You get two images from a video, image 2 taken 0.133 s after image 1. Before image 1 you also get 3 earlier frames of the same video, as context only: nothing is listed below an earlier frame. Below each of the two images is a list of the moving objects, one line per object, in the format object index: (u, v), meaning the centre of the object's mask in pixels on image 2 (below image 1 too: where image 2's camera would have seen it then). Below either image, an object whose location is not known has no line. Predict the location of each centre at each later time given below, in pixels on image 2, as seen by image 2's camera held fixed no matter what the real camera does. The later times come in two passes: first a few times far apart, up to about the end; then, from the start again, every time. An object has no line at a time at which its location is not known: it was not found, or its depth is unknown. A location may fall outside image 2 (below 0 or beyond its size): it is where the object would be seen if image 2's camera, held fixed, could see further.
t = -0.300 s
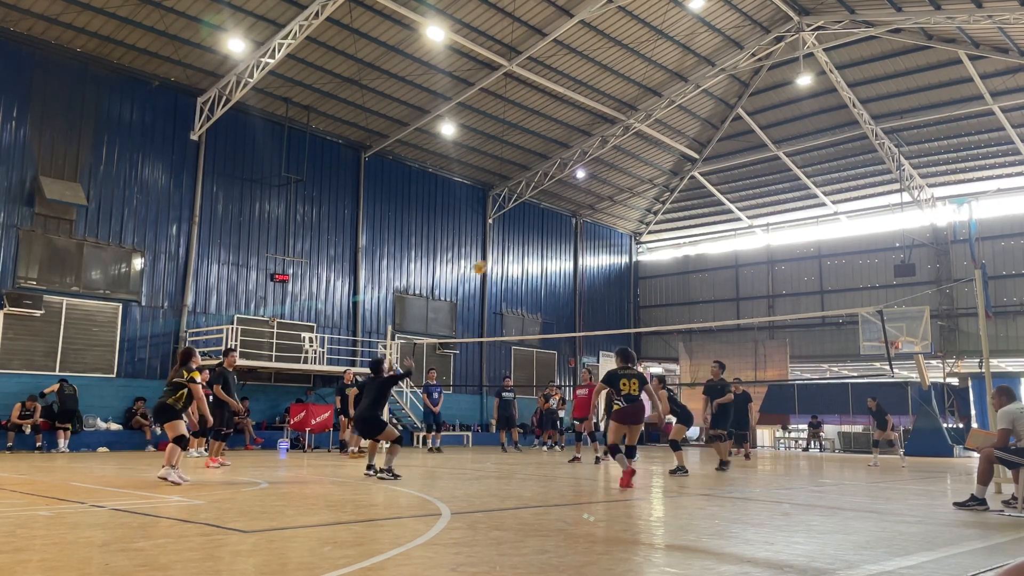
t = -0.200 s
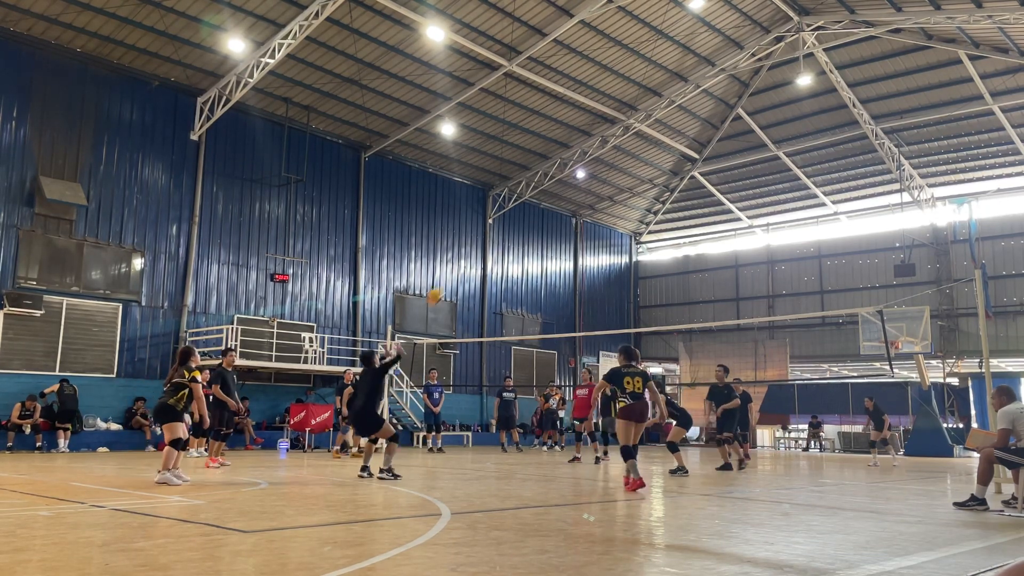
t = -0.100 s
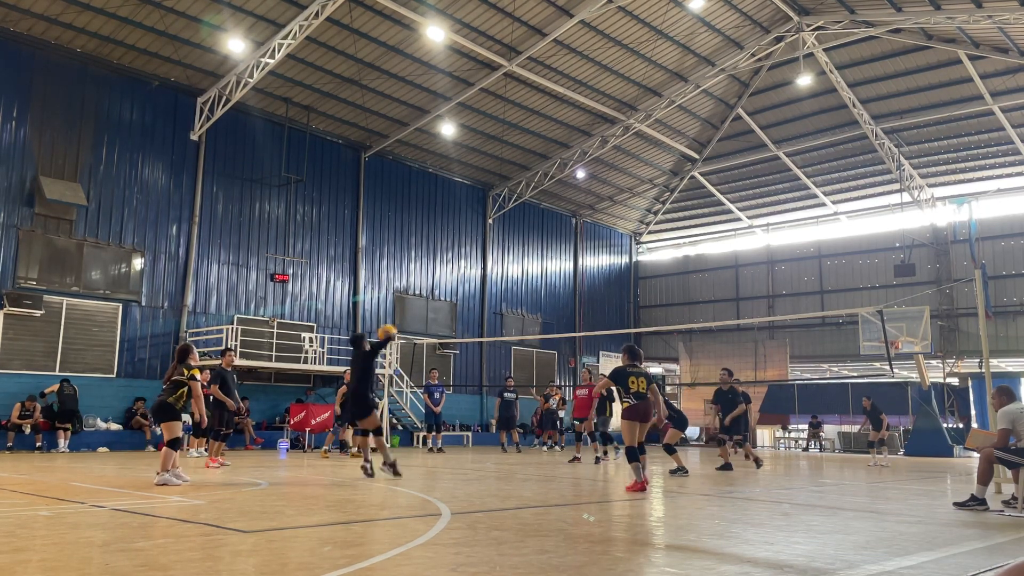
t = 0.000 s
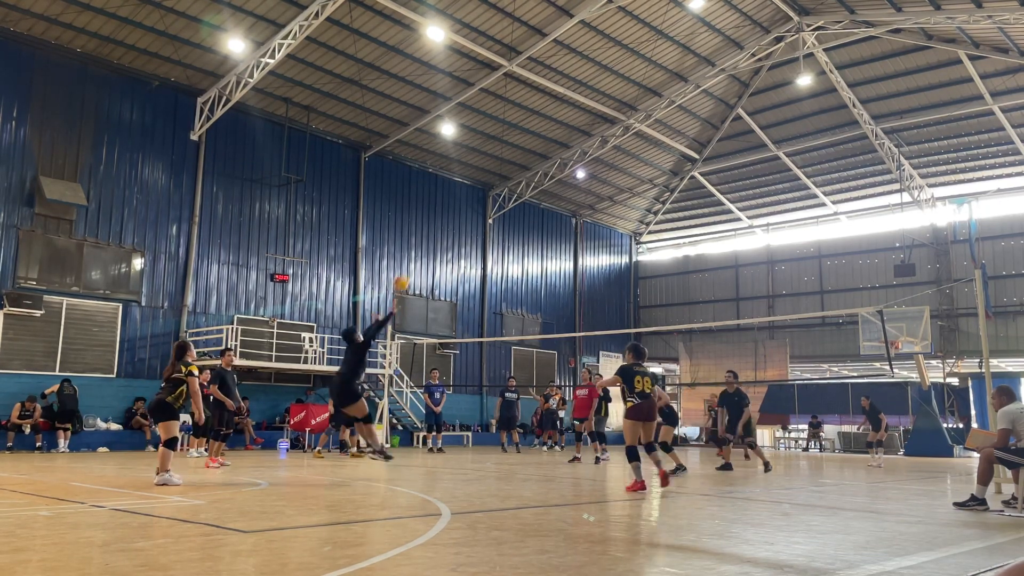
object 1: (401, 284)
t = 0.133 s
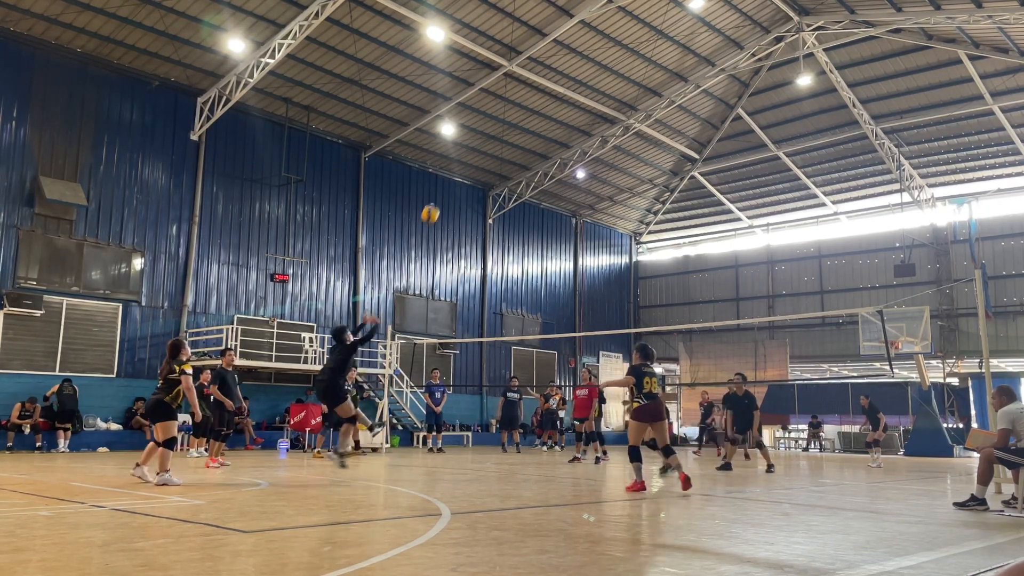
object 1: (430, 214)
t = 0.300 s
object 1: (463, 153)
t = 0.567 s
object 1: (511, 105)
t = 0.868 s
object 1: (557, 109)
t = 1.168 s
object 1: (599, 169)
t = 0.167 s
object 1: (437, 200)
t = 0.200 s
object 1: (444, 187)
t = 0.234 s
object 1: (451, 175)
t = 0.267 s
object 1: (457, 164)
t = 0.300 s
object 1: (463, 153)
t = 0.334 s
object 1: (470, 145)
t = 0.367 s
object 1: (477, 136)
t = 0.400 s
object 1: (482, 129)
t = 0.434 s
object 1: (488, 122)
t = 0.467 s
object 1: (494, 117)
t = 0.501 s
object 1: (499, 112)
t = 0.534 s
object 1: (506, 108)
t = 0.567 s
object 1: (511, 105)
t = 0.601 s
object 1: (516, 103)
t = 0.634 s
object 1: (521, 101)
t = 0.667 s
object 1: (527, 100)
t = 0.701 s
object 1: (532, 100)
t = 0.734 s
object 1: (537, 101)
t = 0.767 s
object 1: (542, 102)
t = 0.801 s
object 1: (547, 104)
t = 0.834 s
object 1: (552, 106)
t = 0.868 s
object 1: (557, 109)
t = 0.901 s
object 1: (562, 113)
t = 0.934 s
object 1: (567, 118)
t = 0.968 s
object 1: (571, 123)
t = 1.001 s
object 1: (576, 129)
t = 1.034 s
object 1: (581, 137)
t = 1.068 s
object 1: (585, 144)
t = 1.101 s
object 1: (590, 152)
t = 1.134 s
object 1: (595, 160)
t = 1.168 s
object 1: (599, 169)
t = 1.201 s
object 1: (604, 179)
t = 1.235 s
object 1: (607, 189)
